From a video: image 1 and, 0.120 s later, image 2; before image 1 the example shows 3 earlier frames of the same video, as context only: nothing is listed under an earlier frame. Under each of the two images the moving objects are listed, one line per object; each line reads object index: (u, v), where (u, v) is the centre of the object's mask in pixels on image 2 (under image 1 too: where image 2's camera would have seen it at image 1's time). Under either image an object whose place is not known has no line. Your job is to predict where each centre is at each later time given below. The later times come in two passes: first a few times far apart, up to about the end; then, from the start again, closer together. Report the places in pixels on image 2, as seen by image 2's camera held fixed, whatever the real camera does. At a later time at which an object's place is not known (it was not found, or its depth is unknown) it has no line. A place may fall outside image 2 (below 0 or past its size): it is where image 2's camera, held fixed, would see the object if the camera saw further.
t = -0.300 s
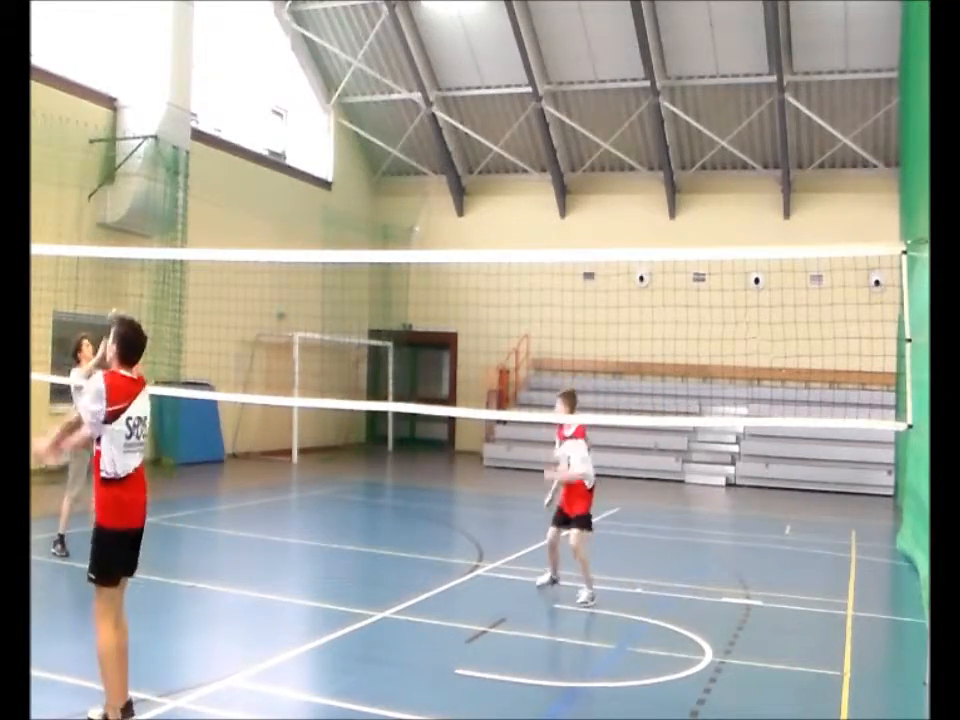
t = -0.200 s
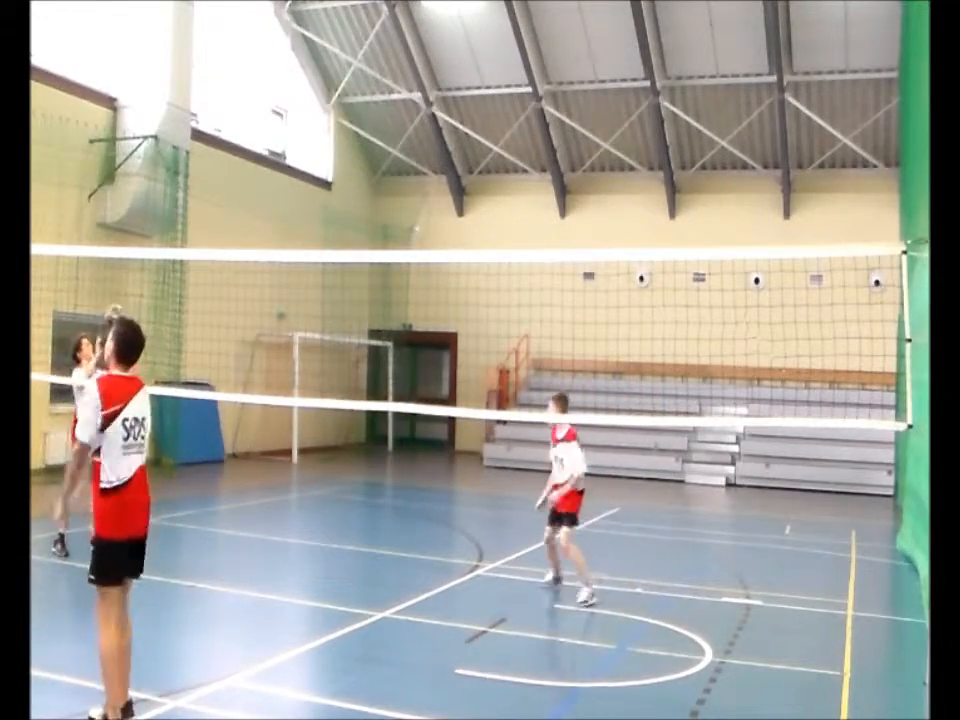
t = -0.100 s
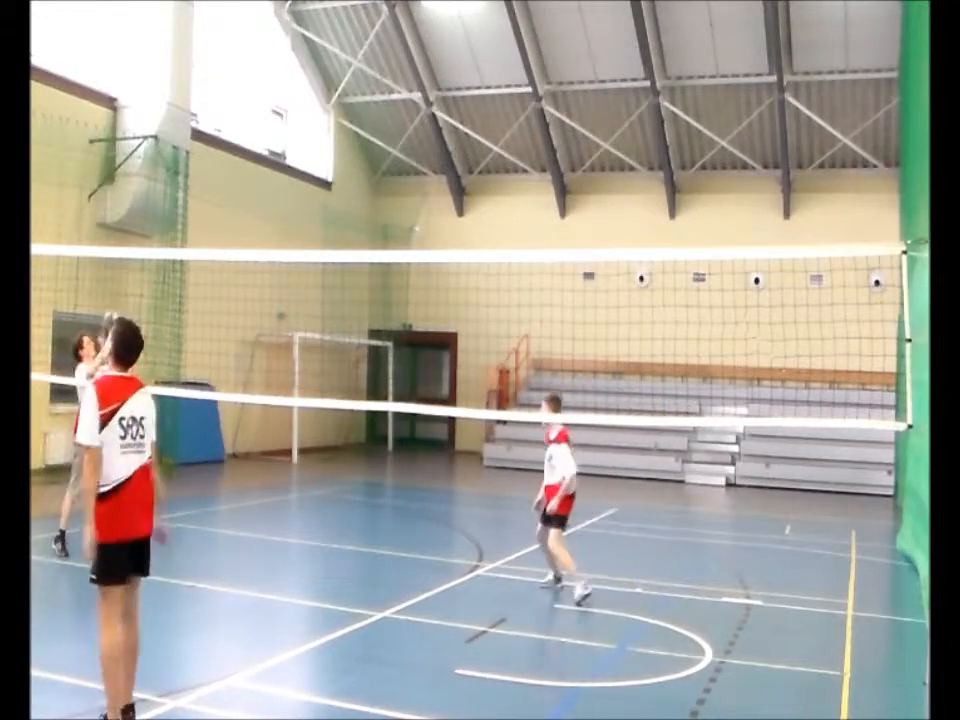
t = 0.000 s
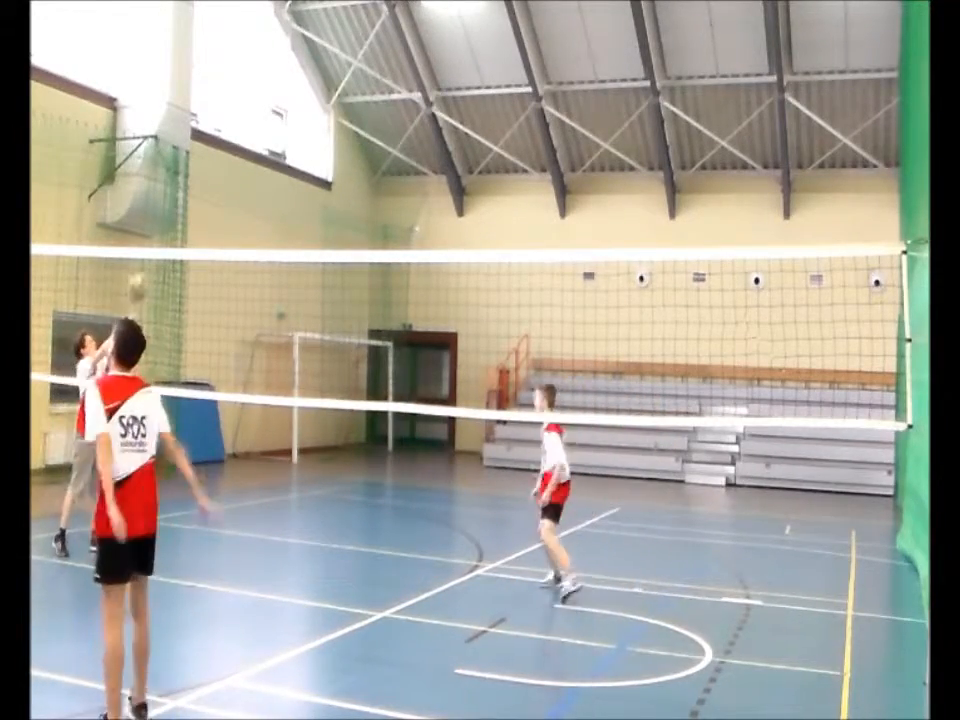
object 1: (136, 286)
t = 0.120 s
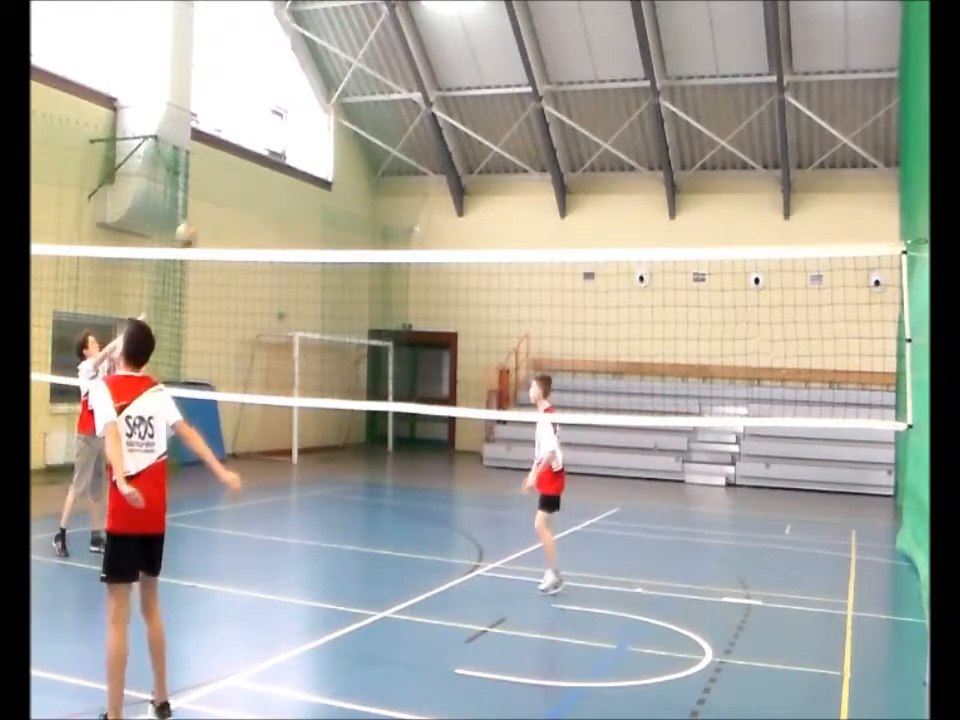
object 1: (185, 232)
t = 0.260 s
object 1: (241, 194)
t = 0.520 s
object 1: (344, 184)
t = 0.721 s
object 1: (421, 235)
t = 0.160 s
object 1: (202, 220)
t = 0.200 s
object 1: (217, 209)
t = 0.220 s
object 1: (226, 203)
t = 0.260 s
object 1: (241, 194)
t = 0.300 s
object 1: (258, 188)
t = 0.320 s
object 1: (265, 186)
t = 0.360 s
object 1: (283, 180)
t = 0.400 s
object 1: (299, 180)
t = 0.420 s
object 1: (307, 180)
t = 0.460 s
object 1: (323, 183)
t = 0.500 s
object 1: (339, 183)
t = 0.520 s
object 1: (344, 184)
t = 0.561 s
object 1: (361, 192)
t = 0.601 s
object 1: (378, 199)
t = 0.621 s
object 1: (386, 204)
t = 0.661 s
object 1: (402, 216)
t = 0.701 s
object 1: (415, 230)
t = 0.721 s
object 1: (421, 235)
